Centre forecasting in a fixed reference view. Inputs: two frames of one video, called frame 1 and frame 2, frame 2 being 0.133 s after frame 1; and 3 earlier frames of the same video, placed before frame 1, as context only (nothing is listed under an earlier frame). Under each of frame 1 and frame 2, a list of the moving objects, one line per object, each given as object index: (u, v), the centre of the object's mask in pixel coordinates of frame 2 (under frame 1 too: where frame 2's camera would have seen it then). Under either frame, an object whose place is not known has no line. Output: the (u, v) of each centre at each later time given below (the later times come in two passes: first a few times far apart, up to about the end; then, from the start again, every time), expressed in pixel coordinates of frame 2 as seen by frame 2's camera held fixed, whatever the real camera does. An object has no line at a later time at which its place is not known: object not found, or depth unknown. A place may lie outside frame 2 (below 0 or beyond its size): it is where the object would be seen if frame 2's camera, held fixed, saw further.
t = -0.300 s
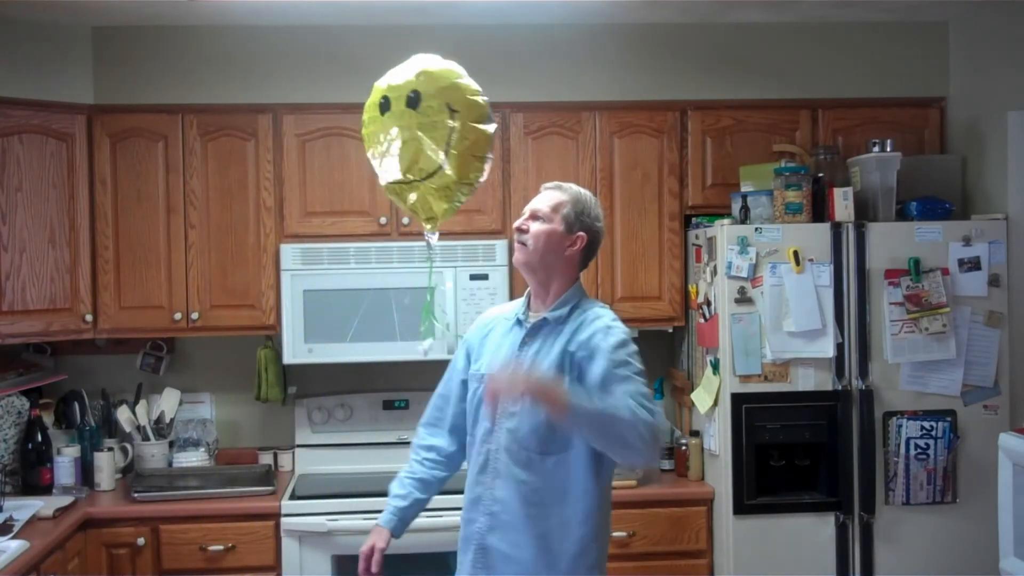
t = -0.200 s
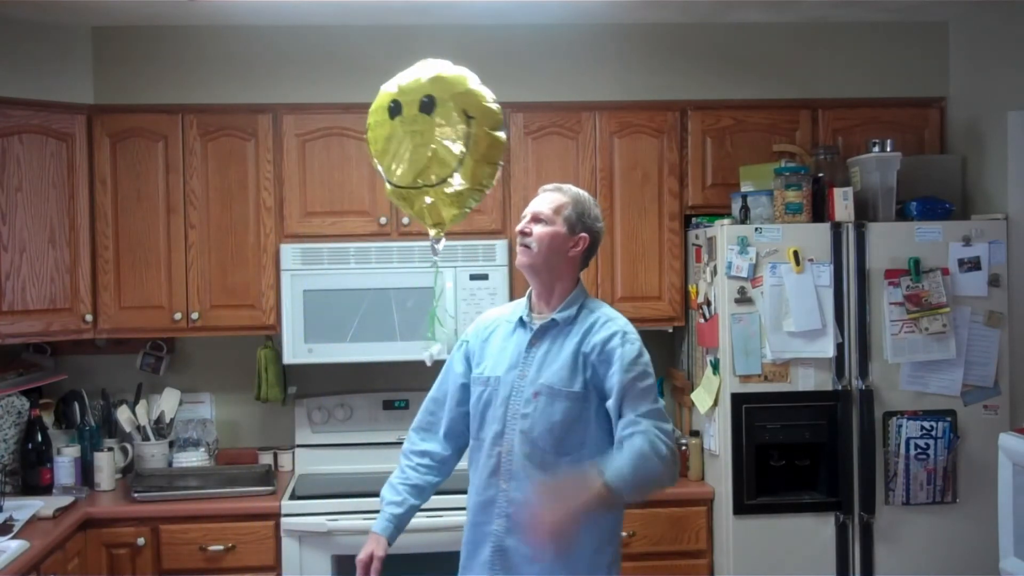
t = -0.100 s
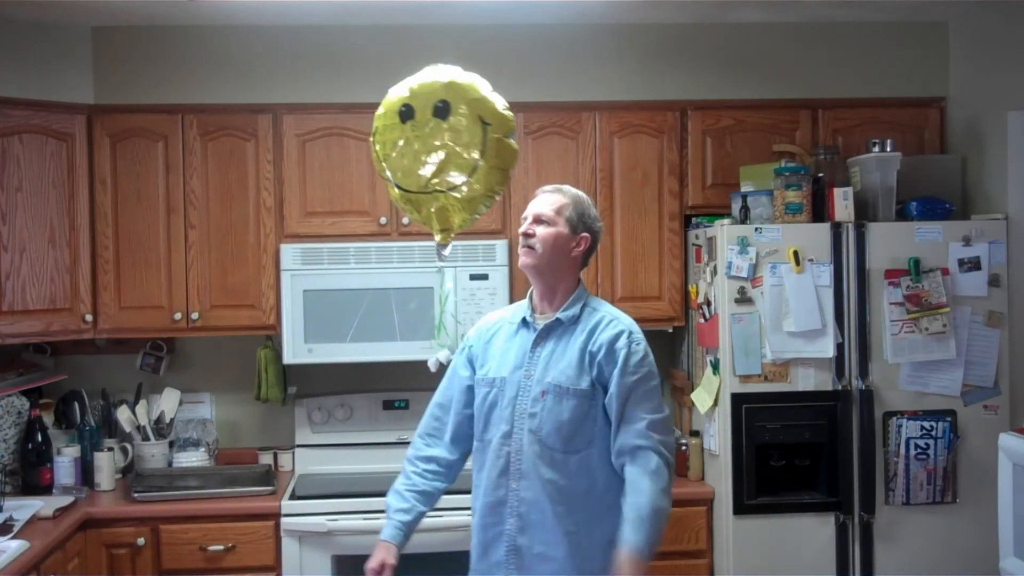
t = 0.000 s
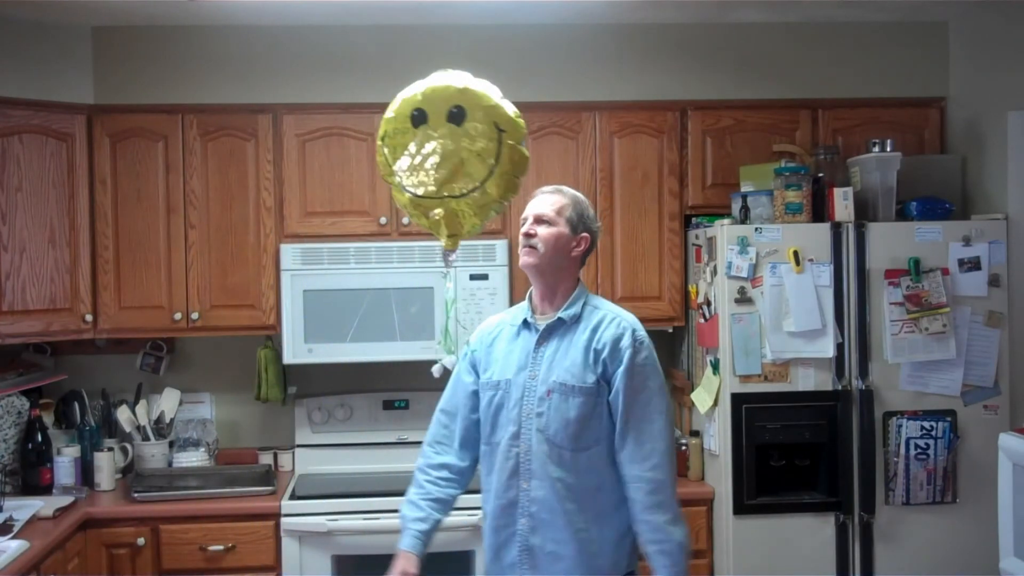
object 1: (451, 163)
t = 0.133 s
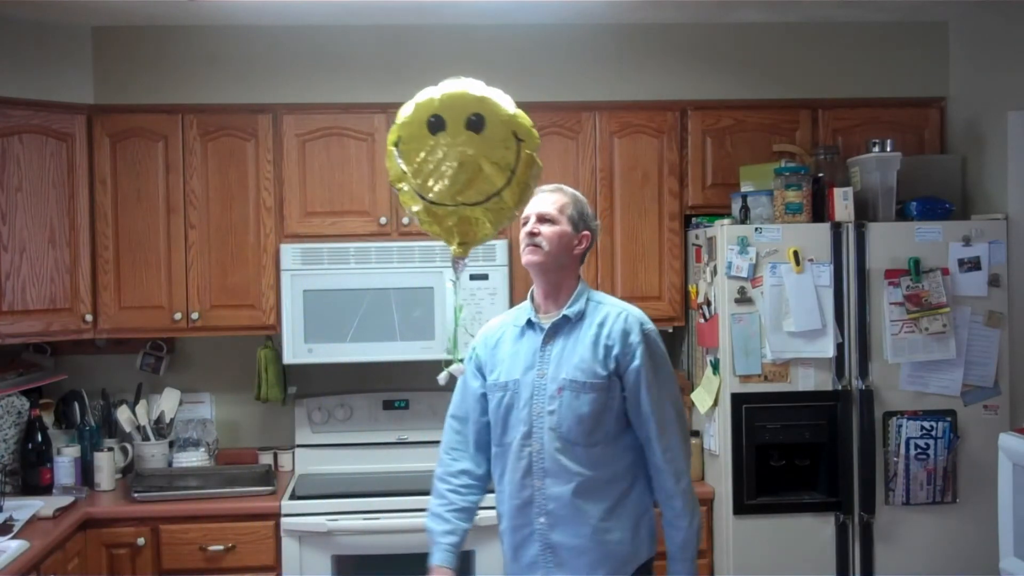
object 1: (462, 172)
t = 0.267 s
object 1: (471, 180)
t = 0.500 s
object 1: (490, 185)
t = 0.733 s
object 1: (509, 199)
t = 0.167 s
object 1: (465, 174)
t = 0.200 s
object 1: (467, 177)
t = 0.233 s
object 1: (469, 178)
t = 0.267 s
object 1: (471, 180)
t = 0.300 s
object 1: (474, 180)
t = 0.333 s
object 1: (477, 185)
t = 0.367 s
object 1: (479, 186)
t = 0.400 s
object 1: (482, 189)
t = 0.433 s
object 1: (485, 191)
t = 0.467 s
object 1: (487, 182)
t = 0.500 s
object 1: (490, 185)
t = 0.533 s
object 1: (493, 197)
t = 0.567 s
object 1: (495, 199)
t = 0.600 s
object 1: (498, 201)
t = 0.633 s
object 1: (500, 203)
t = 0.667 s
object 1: (503, 206)
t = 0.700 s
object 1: (506, 197)
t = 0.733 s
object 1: (509, 199)
